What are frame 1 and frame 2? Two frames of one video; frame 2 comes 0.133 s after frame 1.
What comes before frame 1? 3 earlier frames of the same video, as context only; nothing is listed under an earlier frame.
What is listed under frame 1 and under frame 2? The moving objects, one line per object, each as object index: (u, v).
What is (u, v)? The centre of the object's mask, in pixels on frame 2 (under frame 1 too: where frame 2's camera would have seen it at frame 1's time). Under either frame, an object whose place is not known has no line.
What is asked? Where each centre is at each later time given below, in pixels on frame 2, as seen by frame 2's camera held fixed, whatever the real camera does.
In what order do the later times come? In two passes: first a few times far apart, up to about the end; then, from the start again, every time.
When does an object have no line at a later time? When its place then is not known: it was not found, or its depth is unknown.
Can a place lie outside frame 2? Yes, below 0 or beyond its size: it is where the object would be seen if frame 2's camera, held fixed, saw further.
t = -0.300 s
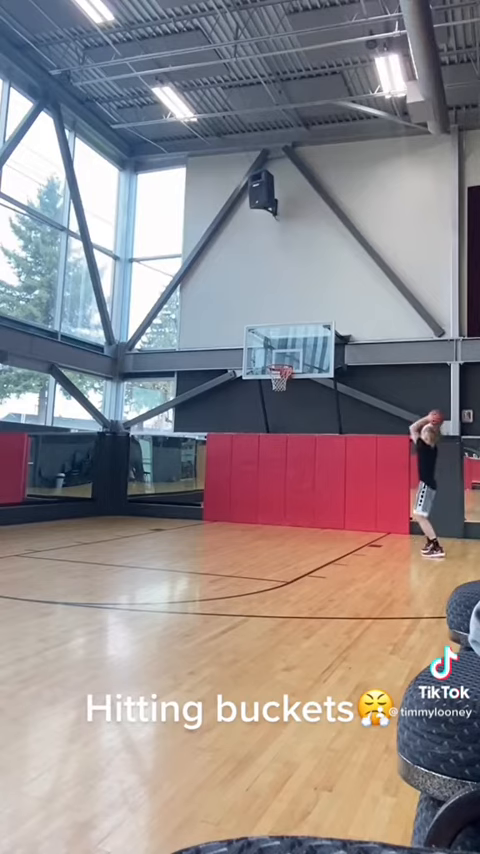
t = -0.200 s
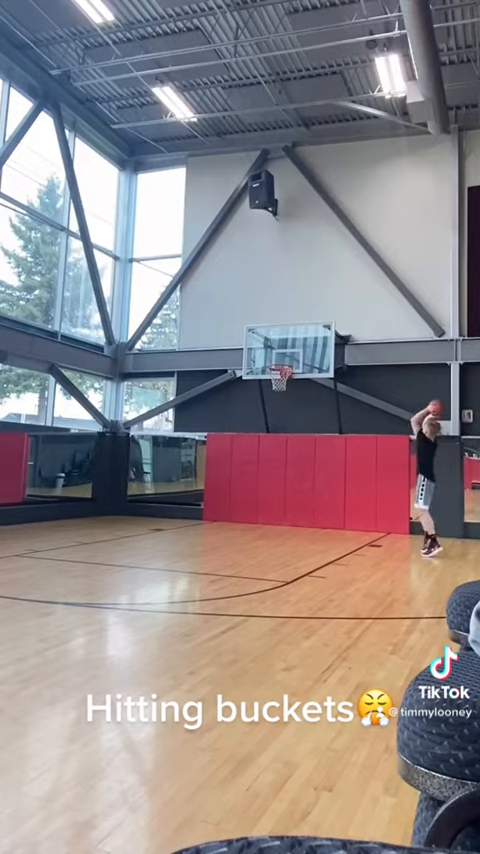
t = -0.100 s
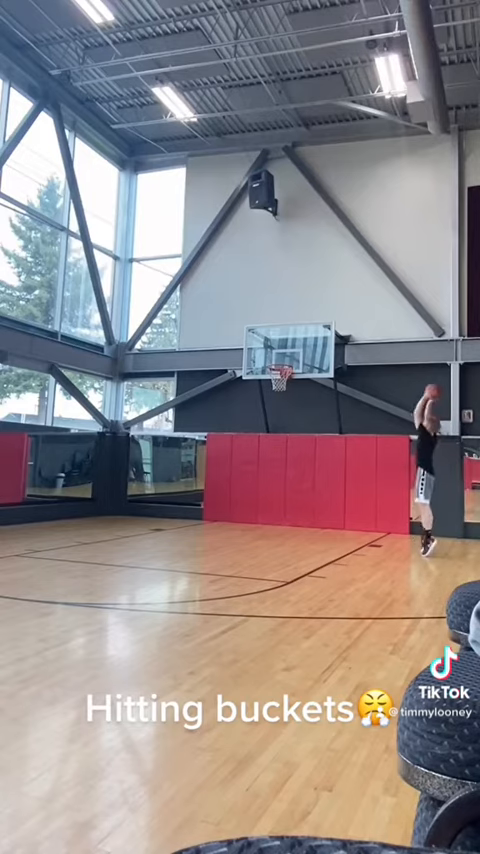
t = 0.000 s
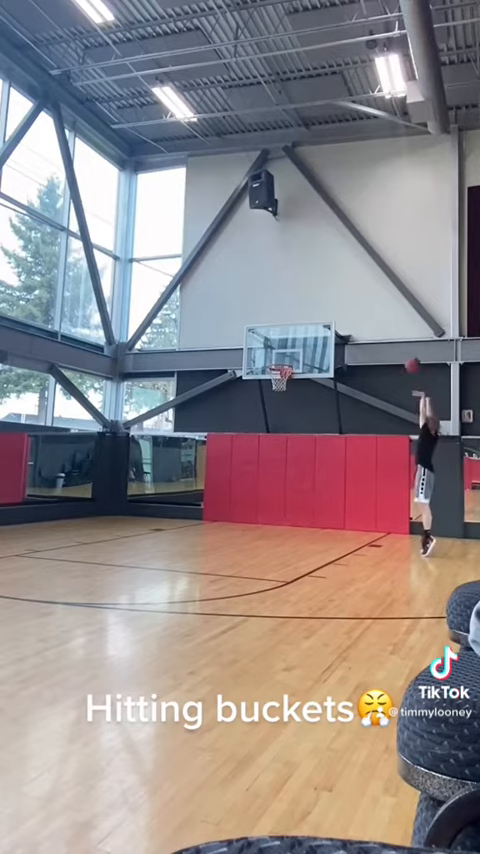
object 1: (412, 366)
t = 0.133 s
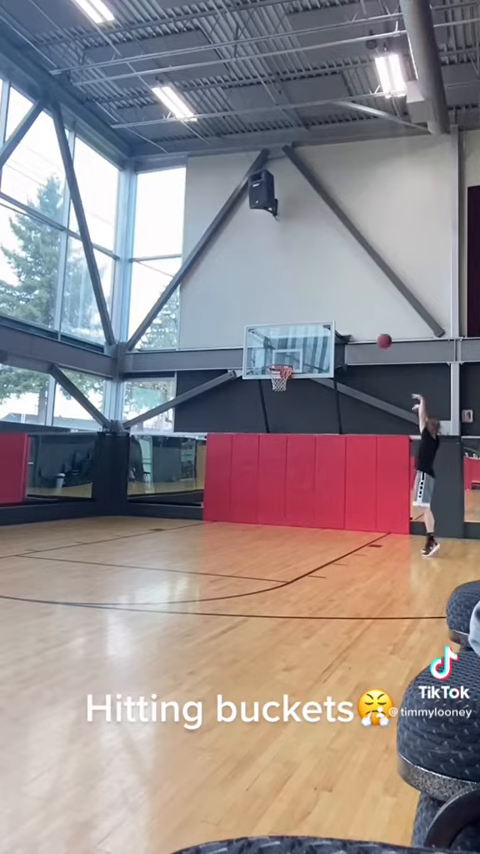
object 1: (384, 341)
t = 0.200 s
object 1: (370, 333)
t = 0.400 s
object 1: (333, 327)
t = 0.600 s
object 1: (299, 343)
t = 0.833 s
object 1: (275, 364)
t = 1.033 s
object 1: (280, 363)
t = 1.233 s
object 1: (283, 361)
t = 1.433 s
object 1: (278, 373)
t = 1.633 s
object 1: (271, 384)
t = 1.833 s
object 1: (266, 412)
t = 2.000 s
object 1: (264, 450)
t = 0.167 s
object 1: (377, 337)
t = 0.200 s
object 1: (370, 333)
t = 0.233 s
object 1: (364, 330)
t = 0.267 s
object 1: (357, 328)
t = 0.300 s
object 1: (351, 327)
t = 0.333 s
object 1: (345, 327)
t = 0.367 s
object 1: (339, 327)
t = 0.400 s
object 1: (333, 327)
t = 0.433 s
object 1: (327, 329)
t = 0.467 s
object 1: (322, 330)
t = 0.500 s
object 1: (316, 333)
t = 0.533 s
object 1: (310, 336)
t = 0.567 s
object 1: (305, 339)
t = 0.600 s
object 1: (299, 343)
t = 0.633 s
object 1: (294, 348)
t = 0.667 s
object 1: (289, 353)
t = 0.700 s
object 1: (284, 359)
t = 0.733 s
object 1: (281, 360)
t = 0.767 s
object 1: (278, 361)
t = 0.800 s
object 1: (276, 363)
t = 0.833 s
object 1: (275, 364)
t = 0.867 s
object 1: (276, 363)
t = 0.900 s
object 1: (277, 362)
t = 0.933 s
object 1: (279, 362)
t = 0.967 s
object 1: (280, 363)
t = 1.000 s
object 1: (281, 363)
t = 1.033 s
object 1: (280, 363)
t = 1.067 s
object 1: (283, 361)
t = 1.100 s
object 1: (282, 360)
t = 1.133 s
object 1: (282, 360)
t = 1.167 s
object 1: (282, 360)
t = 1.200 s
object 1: (283, 360)
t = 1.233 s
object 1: (283, 361)
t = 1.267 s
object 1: (284, 361)
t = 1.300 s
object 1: (287, 366)
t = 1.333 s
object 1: (286, 368)
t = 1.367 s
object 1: (283, 370)
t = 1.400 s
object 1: (283, 372)
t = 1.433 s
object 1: (278, 373)
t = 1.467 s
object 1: (276, 377)
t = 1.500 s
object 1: (275, 377)
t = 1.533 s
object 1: (273, 378)
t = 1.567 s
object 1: (272, 380)
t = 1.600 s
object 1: (271, 384)
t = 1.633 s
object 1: (271, 384)
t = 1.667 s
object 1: (271, 388)
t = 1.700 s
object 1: (270, 391)
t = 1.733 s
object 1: (270, 393)
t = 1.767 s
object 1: (269, 399)
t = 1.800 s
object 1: (267, 406)
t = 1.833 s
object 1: (266, 412)
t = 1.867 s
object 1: (265, 419)
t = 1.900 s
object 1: (265, 426)
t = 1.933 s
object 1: (265, 433)
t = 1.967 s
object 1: (264, 441)
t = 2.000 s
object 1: (264, 450)
